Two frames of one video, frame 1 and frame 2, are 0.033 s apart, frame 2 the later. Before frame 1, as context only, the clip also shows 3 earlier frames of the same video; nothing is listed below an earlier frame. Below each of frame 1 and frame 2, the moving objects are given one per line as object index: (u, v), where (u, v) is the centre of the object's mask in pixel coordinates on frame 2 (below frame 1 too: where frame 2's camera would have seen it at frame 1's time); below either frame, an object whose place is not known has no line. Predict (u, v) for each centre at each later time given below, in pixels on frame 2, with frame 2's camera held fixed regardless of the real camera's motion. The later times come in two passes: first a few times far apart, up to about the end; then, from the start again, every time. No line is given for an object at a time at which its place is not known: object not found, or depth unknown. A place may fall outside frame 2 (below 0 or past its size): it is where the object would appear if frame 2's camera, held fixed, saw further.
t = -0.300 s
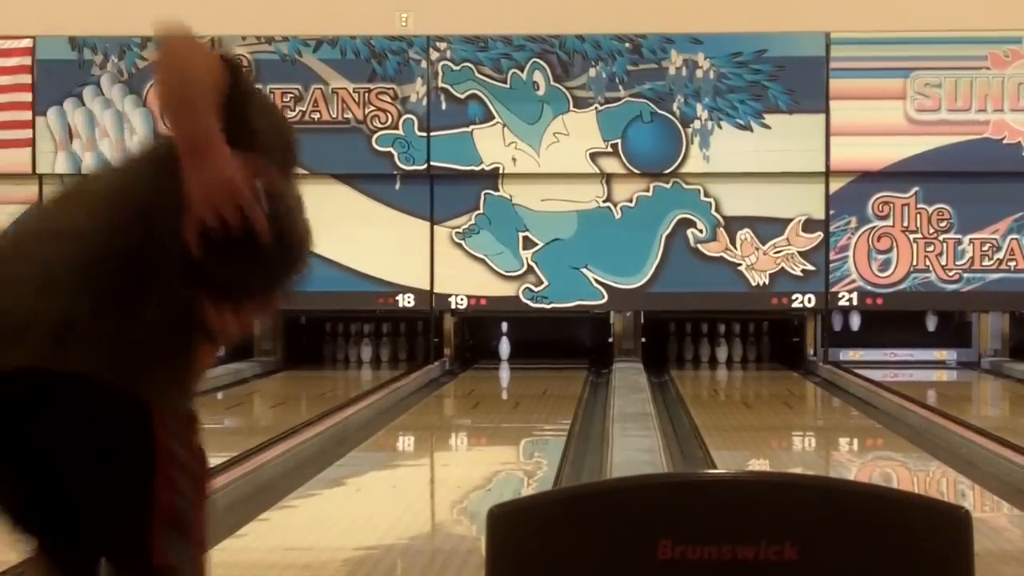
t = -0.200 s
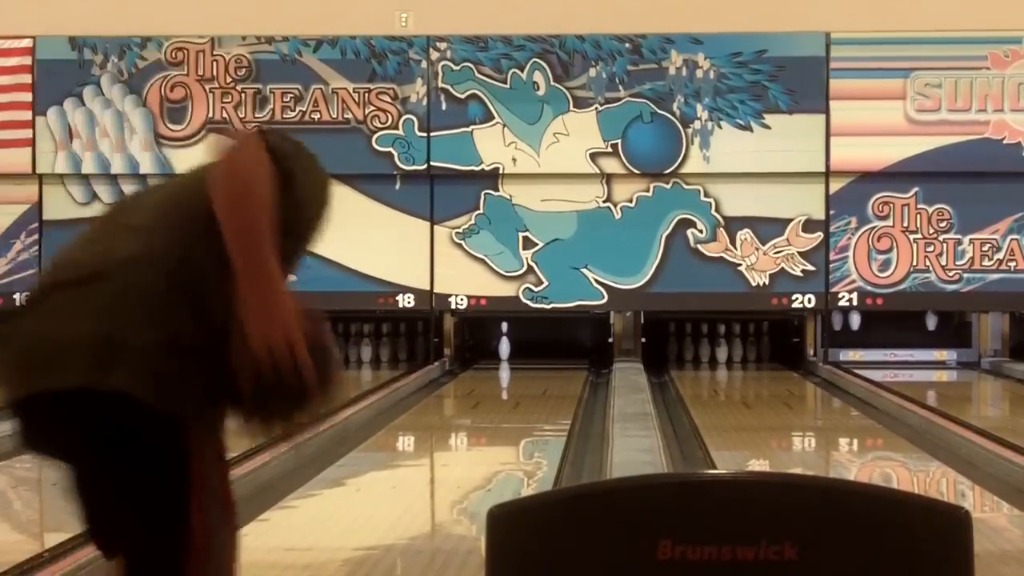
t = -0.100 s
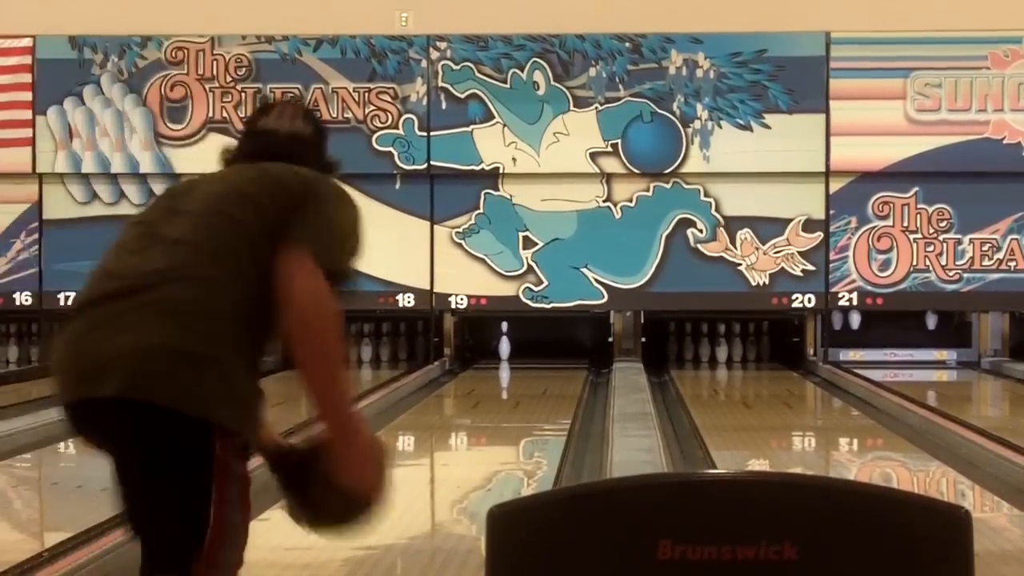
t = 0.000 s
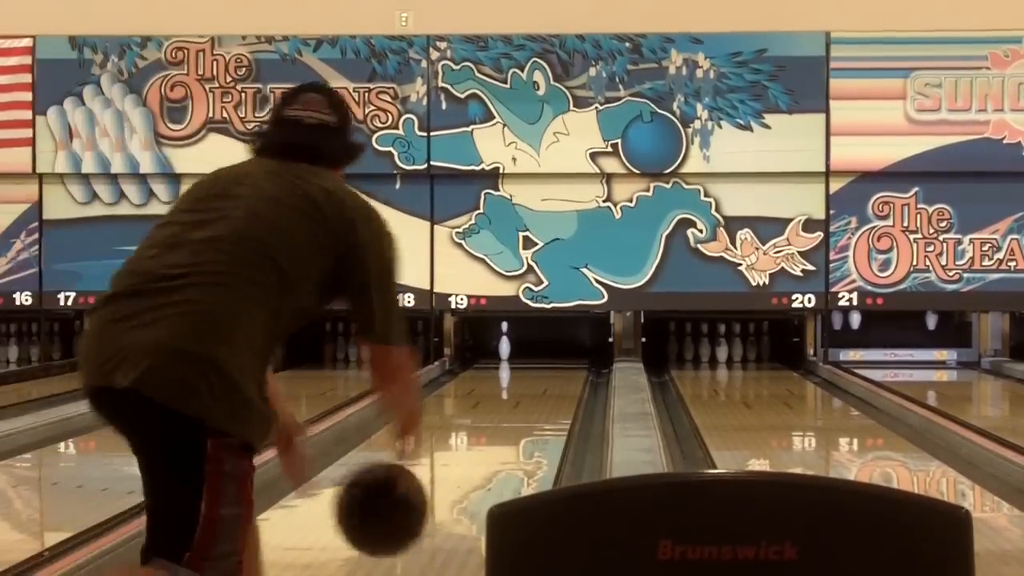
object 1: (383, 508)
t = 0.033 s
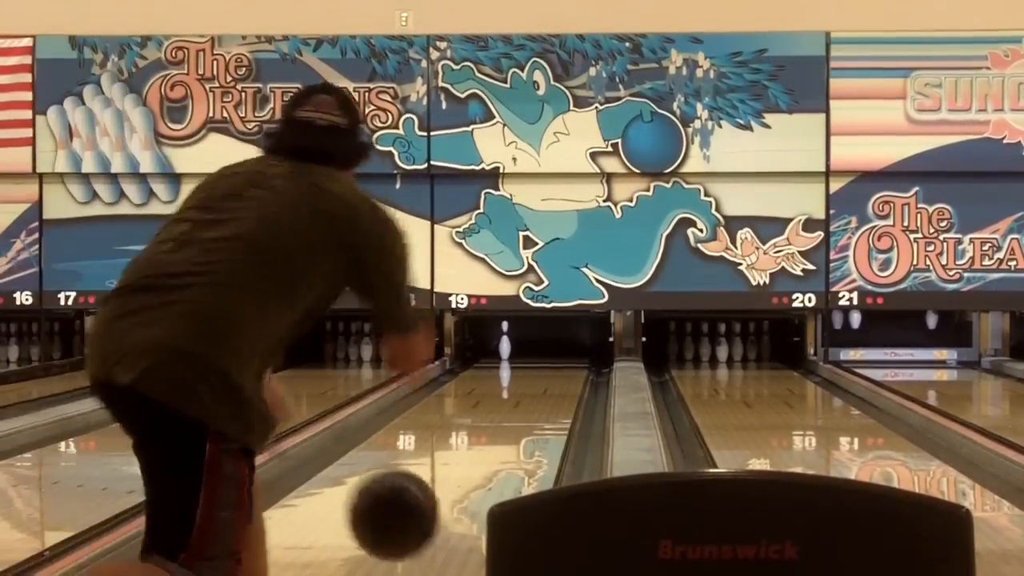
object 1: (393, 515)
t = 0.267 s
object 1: (451, 529)
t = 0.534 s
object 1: (489, 484)
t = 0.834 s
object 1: (517, 447)
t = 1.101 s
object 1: (531, 423)
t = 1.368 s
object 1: (540, 404)
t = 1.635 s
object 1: (544, 390)
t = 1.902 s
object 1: (545, 378)
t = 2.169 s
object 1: (544, 368)
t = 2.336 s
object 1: (542, 364)
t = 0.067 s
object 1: (403, 524)
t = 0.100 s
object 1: (412, 536)
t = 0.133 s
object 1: (422, 548)
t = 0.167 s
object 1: (430, 553)
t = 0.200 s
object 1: (438, 544)
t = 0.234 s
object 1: (445, 536)
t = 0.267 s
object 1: (451, 529)
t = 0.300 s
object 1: (455, 525)
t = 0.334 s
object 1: (460, 524)
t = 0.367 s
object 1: (464, 516)
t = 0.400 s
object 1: (469, 509)
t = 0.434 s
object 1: (474, 501)
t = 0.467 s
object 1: (479, 495)
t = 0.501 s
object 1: (484, 490)
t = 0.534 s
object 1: (489, 484)
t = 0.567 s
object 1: (493, 480)
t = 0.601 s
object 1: (497, 476)
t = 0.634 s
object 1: (500, 472)
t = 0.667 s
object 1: (503, 468)
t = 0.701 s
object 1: (507, 462)
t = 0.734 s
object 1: (509, 458)
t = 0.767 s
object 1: (512, 454)
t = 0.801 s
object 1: (514, 451)
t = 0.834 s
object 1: (517, 447)
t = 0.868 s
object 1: (519, 443)
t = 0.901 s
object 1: (521, 440)
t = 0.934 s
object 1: (523, 437)
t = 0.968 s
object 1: (525, 434)
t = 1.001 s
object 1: (527, 431)
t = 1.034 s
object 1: (528, 428)
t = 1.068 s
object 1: (530, 425)
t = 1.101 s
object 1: (531, 423)
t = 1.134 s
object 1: (532, 420)
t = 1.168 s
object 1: (533, 417)
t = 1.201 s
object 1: (535, 415)
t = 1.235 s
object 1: (536, 413)
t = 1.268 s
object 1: (537, 410)
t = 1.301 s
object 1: (538, 408)
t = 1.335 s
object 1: (539, 406)
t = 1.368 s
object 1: (540, 404)
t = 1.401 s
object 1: (540, 401)
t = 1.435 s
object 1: (541, 399)
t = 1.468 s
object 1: (542, 398)
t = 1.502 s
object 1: (543, 396)
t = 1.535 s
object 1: (543, 394)
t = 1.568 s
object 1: (543, 393)
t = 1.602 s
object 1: (544, 391)
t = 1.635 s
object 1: (544, 390)
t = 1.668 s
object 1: (545, 388)
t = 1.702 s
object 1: (545, 387)
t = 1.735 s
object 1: (545, 385)
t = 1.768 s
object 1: (545, 383)
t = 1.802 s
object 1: (545, 382)
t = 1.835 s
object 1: (545, 381)
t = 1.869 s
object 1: (545, 379)
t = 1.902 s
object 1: (545, 378)
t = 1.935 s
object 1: (545, 376)
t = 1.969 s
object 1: (545, 375)
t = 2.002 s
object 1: (545, 374)
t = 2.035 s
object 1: (545, 372)
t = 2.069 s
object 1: (545, 372)
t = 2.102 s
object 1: (544, 370)
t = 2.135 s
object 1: (544, 370)
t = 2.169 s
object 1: (544, 368)
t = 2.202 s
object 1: (543, 367)
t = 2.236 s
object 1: (542, 366)
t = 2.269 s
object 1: (542, 366)
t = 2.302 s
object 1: (542, 365)
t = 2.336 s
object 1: (542, 364)
